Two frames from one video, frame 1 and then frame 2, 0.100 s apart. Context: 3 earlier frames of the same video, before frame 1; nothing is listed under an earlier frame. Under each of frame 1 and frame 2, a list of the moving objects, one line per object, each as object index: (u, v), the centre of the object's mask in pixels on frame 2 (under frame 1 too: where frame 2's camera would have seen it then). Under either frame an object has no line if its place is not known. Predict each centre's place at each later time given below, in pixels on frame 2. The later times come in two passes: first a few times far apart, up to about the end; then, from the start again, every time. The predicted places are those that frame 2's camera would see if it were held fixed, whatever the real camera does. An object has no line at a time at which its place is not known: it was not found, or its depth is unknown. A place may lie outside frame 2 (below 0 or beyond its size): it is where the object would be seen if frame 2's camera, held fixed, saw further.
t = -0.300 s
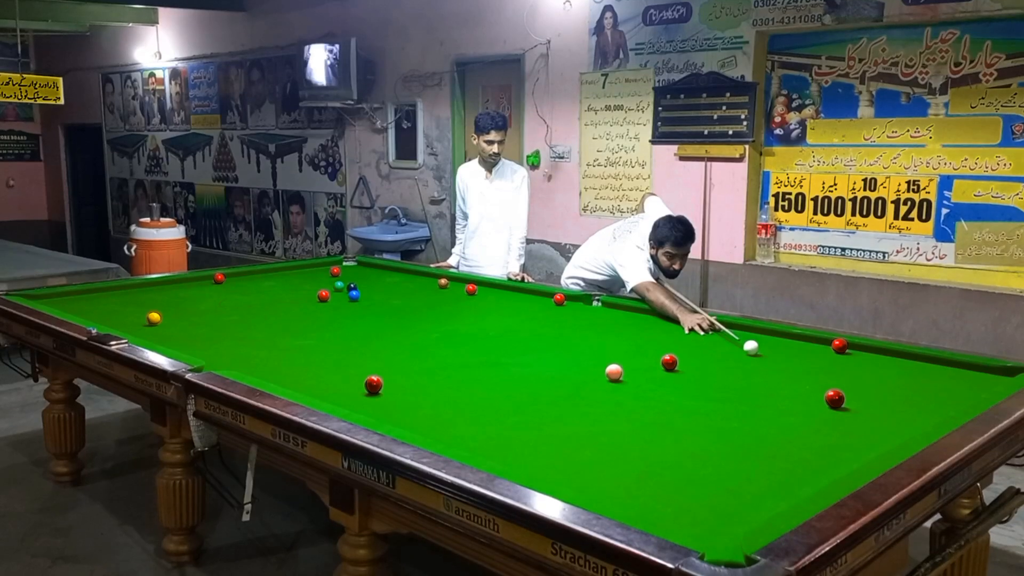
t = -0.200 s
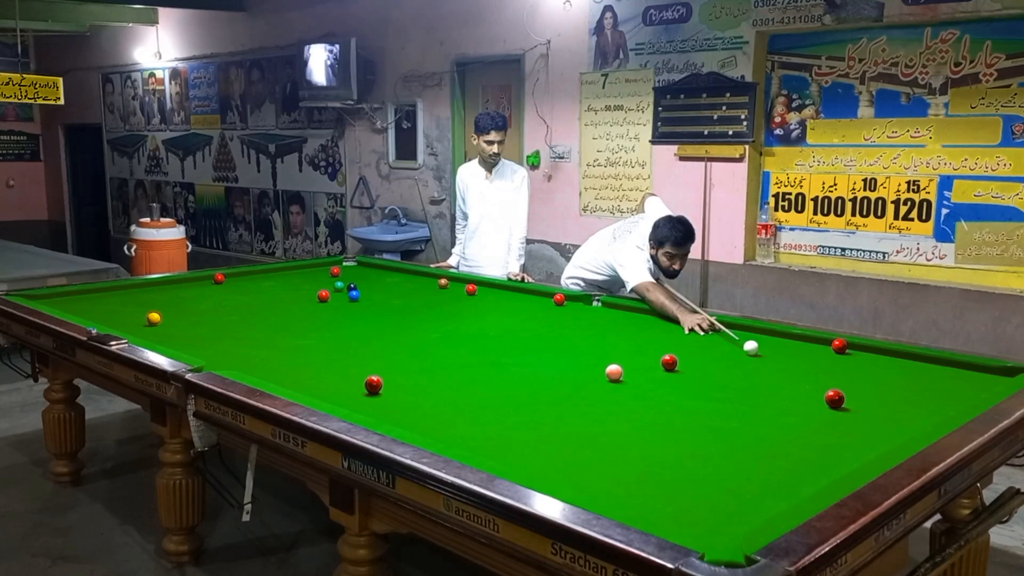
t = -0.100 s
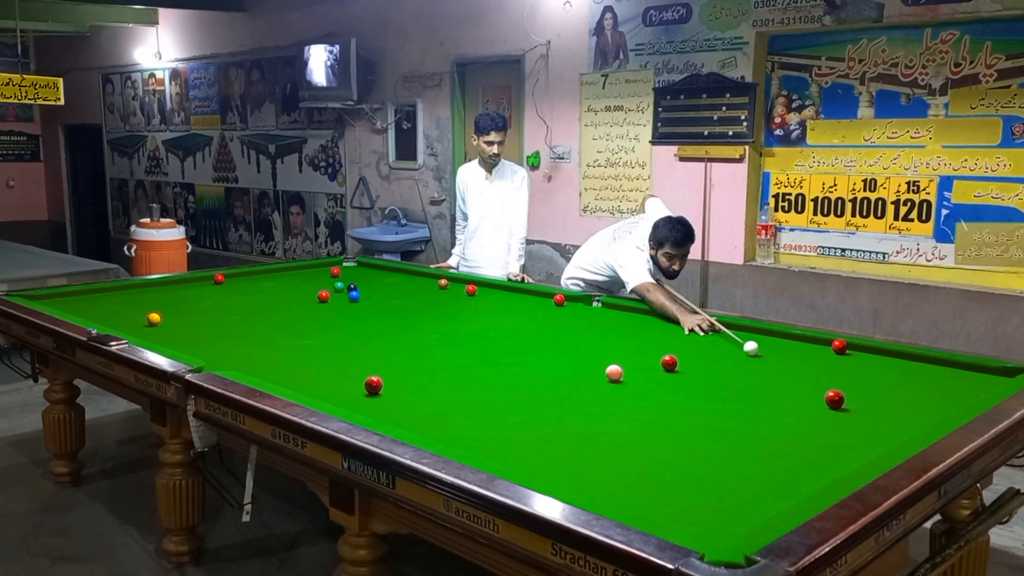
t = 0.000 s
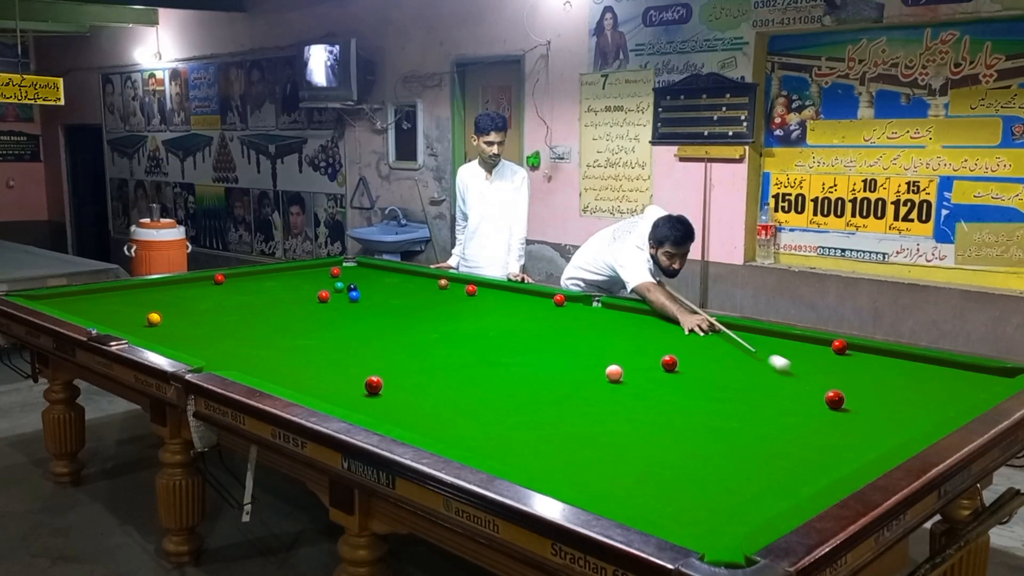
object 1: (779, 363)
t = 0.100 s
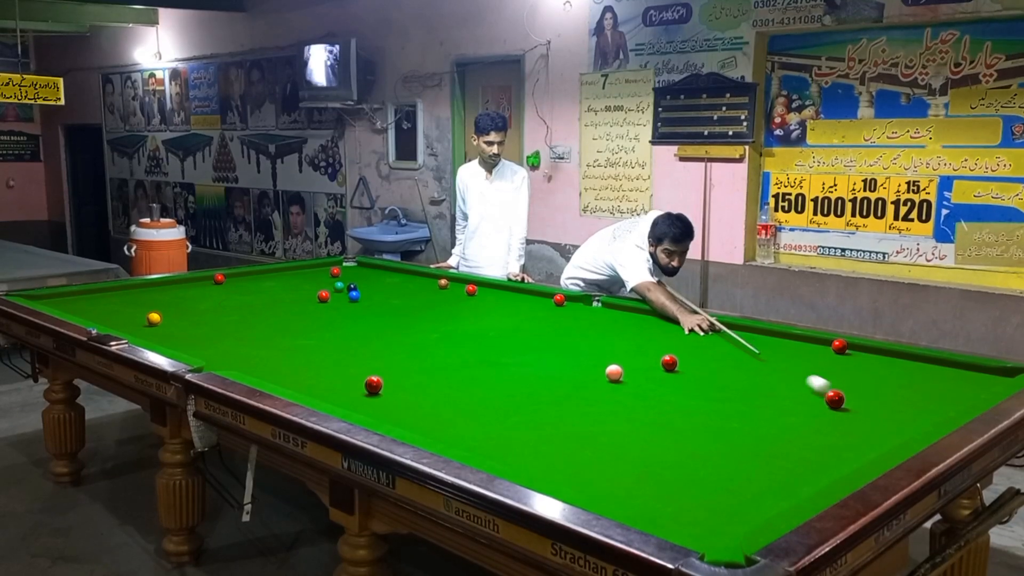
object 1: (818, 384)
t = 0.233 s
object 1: (869, 398)
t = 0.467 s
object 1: (942, 409)
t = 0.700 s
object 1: (887, 396)
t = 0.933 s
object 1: (839, 383)
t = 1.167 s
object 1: (798, 372)
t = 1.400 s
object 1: (762, 362)
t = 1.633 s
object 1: (732, 354)
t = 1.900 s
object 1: (701, 346)
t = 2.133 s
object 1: (677, 340)
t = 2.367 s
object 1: (656, 334)
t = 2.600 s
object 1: (638, 329)
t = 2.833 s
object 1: (622, 325)
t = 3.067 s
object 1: (607, 321)
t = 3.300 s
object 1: (594, 317)
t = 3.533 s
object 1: (583, 314)
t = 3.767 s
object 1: (573, 312)
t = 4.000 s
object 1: (564, 309)
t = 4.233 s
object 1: (557, 308)
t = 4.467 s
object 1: (550, 306)
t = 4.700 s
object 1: (545, 305)
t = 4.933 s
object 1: (541, 304)
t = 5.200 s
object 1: (538, 303)
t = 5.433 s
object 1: (536, 303)
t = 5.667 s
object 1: (535, 302)
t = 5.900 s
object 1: (535, 302)
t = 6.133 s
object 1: (535, 302)
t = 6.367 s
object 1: (535, 302)
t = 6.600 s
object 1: (535, 302)
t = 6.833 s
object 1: (535, 302)
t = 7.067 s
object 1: (535, 302)
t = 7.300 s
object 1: (535, 302)
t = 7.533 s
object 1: (535, 302)
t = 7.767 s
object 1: (535, 302)
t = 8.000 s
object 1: (535, 302)
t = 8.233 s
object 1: (535, 302)
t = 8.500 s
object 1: (535, 302)
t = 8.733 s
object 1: (535, 302)
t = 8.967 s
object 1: (535, 302)
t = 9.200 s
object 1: (535, 302)
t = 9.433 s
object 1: (535, 302)
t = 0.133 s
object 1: (829, 388)
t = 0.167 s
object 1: (846, 394)
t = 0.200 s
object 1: (857, 396)
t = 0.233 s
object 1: (869, 398)
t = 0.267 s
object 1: (881, 400)
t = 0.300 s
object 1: (894, 402)
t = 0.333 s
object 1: (906, 404)
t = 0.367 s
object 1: (918, 406)
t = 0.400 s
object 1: (931, 409)
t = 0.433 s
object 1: (942, 409)
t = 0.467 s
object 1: (942, 409)
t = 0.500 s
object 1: (934, 408)
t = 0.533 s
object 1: (926, 406)
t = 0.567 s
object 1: (918, 404)
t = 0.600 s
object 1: (910, 402)
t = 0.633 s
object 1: (902, 400)
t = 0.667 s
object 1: (894, 398)
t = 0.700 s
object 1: (887, 396)
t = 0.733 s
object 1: (879, 394)
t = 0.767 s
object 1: (872, 392)
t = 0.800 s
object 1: (866, 390)
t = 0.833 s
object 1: (859, 389)
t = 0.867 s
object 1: (852, 387)
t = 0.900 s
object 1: (845, 385)
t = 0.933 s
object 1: (839, 383)
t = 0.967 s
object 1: (833, 382)
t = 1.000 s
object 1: (827, 380)
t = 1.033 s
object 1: (821, 378)
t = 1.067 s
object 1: (815, 377)
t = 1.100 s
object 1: (809, 375)
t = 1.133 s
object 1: (804, 374)
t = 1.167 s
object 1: (798, 372)
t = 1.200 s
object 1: (793, 371)
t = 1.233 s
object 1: (787, 369)
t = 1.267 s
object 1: (782, 368)
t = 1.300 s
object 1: (777, 367)
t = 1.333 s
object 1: (772, 365)
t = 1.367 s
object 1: (767, 364)
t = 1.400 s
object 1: (762, 362)
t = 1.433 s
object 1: (758, 361)
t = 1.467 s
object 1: (753, 360)
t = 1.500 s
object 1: (749, 359)
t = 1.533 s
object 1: (744, 358)
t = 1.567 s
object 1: (740, 356)
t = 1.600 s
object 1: (736, 355)
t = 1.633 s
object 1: (732, 354)
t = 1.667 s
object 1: (727, 353)
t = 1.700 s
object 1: (723, 352)
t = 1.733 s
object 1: (719, 351)
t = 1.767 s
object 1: (716, 350)
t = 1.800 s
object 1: (712, 349)
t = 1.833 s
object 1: (708, 348)
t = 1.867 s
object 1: (704, 347)
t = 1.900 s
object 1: (701, 346)
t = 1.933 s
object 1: (697, 345)
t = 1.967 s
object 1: (694, 344)
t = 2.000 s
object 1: (690, 343)
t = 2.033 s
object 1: (687, 342)
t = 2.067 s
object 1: (684, 342)
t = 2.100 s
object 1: (680, 341)
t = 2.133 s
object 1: (677, 340)
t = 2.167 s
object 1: (674, 339)
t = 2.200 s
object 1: (671, 338)
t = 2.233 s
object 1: (668, 337)
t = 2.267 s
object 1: (665, 336)
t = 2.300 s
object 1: (662, 336)
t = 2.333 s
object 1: (659, 335)
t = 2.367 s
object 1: (656, 334)
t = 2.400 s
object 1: (654, 333)
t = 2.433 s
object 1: (651, 333)
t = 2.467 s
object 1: (648, 332)
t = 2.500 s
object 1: (646, 331)
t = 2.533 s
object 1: (643, 331)
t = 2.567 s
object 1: (640, 330)
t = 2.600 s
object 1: (638, 329)
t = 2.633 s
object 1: (636, 328)
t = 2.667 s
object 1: (633, 328)
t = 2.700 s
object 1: (631, 327)
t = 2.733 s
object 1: (628, 326)
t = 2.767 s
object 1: (626, 326)
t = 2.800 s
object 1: (624, 325)
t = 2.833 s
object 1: (622, 325)
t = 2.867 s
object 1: (619, 324)
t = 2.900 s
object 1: (618, 324)
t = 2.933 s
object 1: (615, 323)
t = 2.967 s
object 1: (613, 323)
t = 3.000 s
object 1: (611, 322)
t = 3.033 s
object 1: (609, 321)
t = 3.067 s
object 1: (607, 321)
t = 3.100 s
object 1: (605, 320)
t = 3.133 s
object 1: (603, 319)
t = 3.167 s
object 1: (601, 319)
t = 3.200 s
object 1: (600, 318)
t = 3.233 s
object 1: (598, 318)
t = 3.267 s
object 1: (596, 318)
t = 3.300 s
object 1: (594, 317)
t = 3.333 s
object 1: (593, 317)
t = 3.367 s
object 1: (591, 317)
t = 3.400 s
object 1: (589, 316)
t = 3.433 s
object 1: (588, 316)
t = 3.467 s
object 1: (586, 315)
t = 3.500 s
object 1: (585, 315)
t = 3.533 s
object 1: (583, 314)
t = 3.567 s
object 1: (582, 314)
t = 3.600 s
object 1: (580, 313)
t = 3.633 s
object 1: (579, 313)
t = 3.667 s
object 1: (577, 313)
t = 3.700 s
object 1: (576, 312)
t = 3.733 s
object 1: (574, 312)
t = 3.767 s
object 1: (573, 312)
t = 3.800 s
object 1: (572, 311)
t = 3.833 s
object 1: (570, 311)
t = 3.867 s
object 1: (569, 311)
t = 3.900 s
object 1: (568, 311)
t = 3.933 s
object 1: (567, 310)
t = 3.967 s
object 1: (566, 310)
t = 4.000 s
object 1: (564, 309)
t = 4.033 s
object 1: (563, 309)
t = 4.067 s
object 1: (562, 309)
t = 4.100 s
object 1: (561, 309)
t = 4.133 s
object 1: (560, 308)
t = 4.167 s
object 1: (559, 308)
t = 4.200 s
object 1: (558, 308)
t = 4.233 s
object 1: (557, 308)
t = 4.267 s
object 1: (556, 308)
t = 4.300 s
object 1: (555, 307)
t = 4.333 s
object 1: (554, 307)
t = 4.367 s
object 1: (553, 307)
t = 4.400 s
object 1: (552, 307)
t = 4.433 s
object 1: (551, 306)
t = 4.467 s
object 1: (550, 306)
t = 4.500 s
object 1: (549, 306)
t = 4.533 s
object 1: (549, 306)
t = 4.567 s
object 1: (548, 306)
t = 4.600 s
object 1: (547, 305)
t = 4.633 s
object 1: (546, 305)
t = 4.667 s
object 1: (546, 305)
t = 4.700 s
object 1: (545, 305)
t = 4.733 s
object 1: (545, 305)
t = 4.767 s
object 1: (544, 305)
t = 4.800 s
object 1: (543, 304)
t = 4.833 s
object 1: (543, 304)
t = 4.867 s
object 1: (542, 304)
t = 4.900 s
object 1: (542, 304)
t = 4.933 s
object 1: (541, 304)
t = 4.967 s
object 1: (541, 304)
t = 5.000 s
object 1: (540, 304)
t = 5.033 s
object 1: (540, 303)
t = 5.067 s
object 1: (539, 303)
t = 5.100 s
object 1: (539, 303)
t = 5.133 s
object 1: (538, 303)
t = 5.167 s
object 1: (538, 303)
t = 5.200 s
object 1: (538, 303)
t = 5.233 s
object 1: (537, 303)
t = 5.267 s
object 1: (537, 303)
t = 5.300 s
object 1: (537, 303)
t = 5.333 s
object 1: (536, 303)
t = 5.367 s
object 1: (536, 303)
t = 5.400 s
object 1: (536, 303)
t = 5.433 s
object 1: (536, 303)
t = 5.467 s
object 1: (535, 302)
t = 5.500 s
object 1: (535, 302)
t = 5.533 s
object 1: (535, 302)
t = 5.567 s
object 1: (535, 302)
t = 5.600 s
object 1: (535, 302)
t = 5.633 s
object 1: (535, 302)
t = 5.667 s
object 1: (535, 302)
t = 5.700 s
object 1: (535, 302)
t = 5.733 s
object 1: (535, 302)
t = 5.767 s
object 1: (535, 302)
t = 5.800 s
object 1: (535, 302)
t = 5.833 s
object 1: (535, 302)
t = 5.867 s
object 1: (535, 302)
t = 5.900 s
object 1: (535, 302)
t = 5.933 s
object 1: (535, 302)
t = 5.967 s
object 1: (535, 302)
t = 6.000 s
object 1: (535, 302)
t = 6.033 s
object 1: (535, 302)
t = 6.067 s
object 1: (535, 302)
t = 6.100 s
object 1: (535, 302)
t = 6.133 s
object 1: (535, 302)
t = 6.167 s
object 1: (535, 302)
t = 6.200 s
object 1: (535, 302)
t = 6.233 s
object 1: (535, 302)
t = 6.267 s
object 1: (535, 302)
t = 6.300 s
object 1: (535, 302)
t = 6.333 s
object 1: (535, 302)
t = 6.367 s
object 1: (535, 302)
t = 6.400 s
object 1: (535, 302)
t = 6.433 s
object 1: (535, 302)
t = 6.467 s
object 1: (535, 302)
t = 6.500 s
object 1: (535, 302)
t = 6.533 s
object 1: (535, 302)
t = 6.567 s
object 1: (535, 302)
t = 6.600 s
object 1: (535, 302)
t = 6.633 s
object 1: (535, 302)
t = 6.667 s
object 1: (535, 302)
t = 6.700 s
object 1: (535, 302)
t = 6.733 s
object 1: (535, 302)
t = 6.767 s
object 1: (535, 302)
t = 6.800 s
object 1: (535, 302)
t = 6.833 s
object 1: (535, 302)
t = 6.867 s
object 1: (535, 302)
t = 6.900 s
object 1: (535, 302)
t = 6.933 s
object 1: (535, 302)
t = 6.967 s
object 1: (535, 302)
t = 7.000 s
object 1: (535, 302)
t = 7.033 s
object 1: (535, 302)
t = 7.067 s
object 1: (535, 302)
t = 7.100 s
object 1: (535, 302)
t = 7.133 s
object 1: (535, 302)
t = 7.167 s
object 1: (535, 302)
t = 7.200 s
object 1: (535, 302)
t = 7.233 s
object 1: (535, 302)
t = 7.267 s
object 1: (535, 302)
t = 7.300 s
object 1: (535, 302)
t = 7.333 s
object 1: (535, 302)
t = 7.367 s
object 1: (535, 302)
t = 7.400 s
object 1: (535, 302)
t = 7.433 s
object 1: (535, 302)
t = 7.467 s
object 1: (535, 302)
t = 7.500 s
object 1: (535, 302)
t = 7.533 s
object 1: (535, 302)
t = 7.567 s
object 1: (535, 302)
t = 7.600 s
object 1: (535, 302)
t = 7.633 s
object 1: (535, 302)
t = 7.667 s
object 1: (535, 302)
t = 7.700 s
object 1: (535, 302)
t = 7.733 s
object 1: (535, 302)
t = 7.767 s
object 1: (535, 302)
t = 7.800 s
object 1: (535, 302)
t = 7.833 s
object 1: (535, 302)
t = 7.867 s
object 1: (535, 302)
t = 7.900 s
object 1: (535, 302)
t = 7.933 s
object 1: (535, 302)
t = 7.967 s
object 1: (535, 302)
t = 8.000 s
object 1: (535, 302)
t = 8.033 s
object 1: (535, 302)
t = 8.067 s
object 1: (535, 302)
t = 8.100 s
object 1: (535, 302)
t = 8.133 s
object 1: (535, 302)
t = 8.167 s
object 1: (535, 302)
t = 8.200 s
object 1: (535, 302)
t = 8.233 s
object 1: (535, 302)
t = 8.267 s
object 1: (535, 302)
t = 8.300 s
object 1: (535, 302)
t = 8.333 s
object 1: (535, 302)
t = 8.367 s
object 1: (535, 302)
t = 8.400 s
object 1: (535, 302)
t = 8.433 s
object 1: (535, 302)
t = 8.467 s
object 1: (535, 302)
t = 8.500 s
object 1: (535, 302)
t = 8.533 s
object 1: (535, 302)
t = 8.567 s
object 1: (535, 302)
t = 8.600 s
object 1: (535, 302)
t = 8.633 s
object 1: (535, 302)
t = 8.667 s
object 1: (535, 302)
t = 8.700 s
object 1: (535, 302)
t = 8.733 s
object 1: (535, 302)
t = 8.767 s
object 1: (535, 302)
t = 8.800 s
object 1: (535, 302)
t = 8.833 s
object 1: (535, 302)
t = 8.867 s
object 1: (535, 302)
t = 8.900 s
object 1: (535, 302)
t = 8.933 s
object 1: (535, 302)
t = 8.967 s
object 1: (535, 302)
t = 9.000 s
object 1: (535, 302)
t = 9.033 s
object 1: (535, 302)
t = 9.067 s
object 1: (535, 302)
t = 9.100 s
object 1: (535, 302)
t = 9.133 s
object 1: (535, 302)
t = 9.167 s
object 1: (535, 302)
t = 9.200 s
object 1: (535, 302)
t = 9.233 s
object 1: (535, 302)
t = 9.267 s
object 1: (535, 302)
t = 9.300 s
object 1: (535, 302)
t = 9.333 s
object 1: (535, 302)
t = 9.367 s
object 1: (535, 302)
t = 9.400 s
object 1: (535, 302)
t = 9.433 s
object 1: (535, 302)
